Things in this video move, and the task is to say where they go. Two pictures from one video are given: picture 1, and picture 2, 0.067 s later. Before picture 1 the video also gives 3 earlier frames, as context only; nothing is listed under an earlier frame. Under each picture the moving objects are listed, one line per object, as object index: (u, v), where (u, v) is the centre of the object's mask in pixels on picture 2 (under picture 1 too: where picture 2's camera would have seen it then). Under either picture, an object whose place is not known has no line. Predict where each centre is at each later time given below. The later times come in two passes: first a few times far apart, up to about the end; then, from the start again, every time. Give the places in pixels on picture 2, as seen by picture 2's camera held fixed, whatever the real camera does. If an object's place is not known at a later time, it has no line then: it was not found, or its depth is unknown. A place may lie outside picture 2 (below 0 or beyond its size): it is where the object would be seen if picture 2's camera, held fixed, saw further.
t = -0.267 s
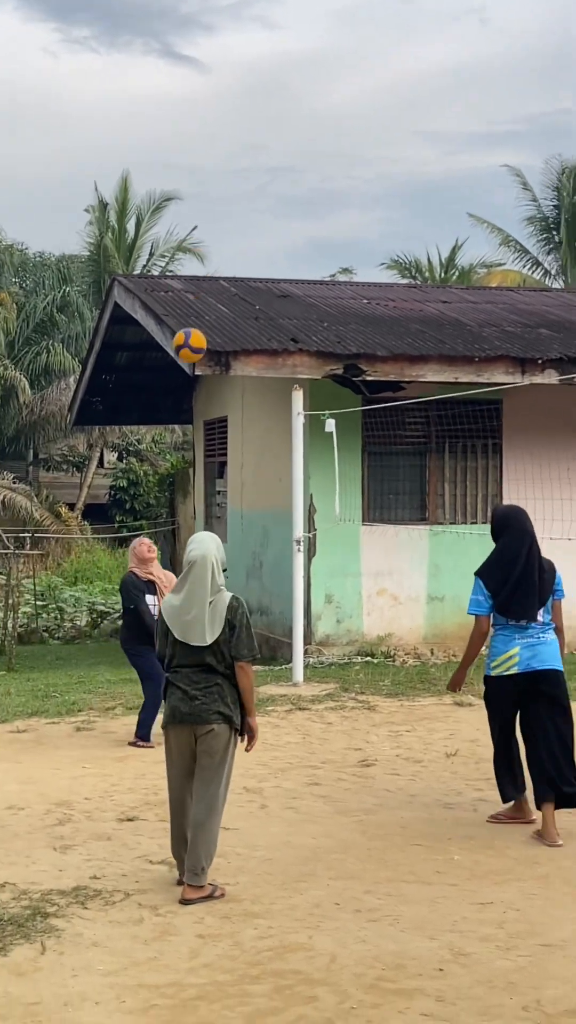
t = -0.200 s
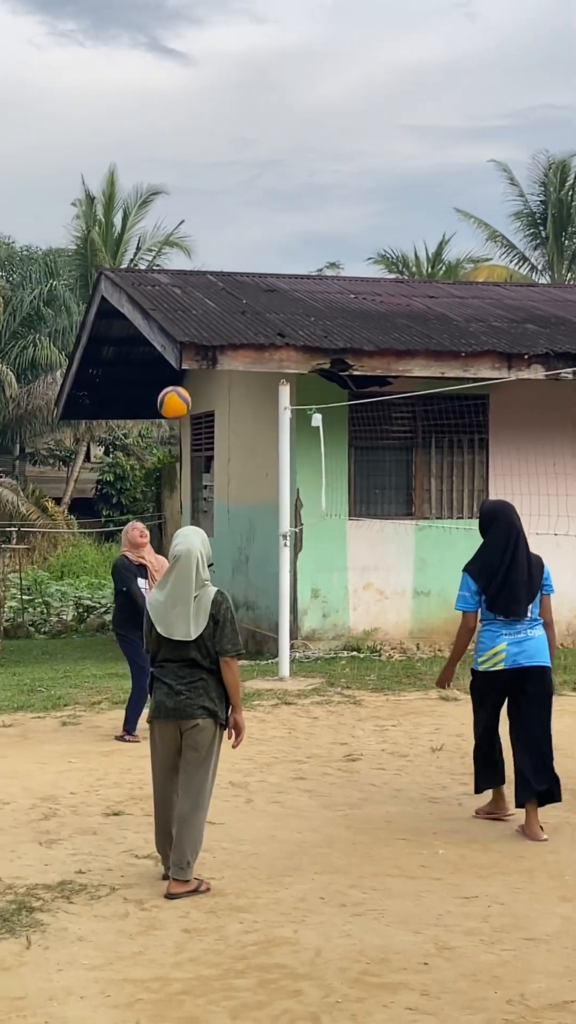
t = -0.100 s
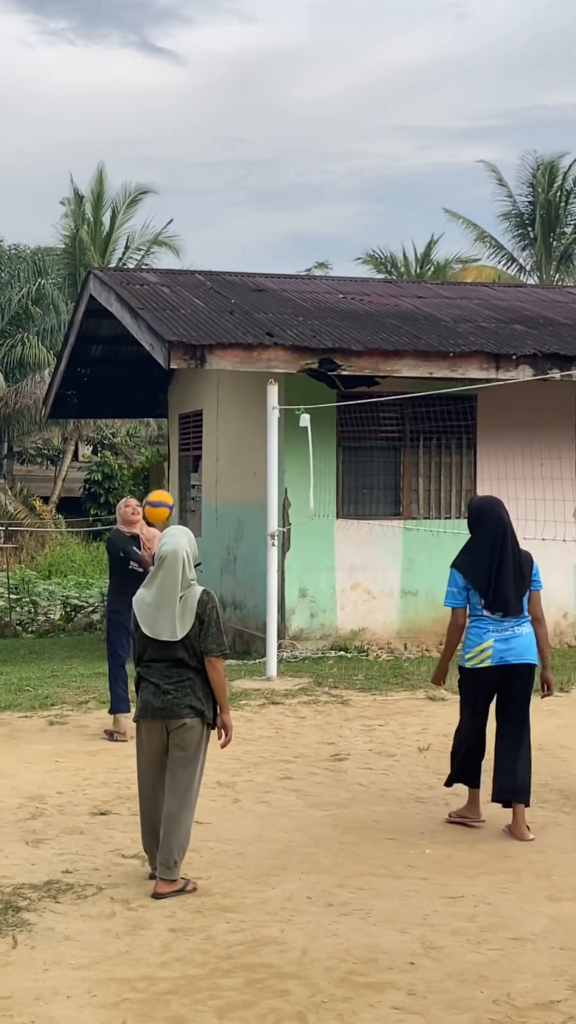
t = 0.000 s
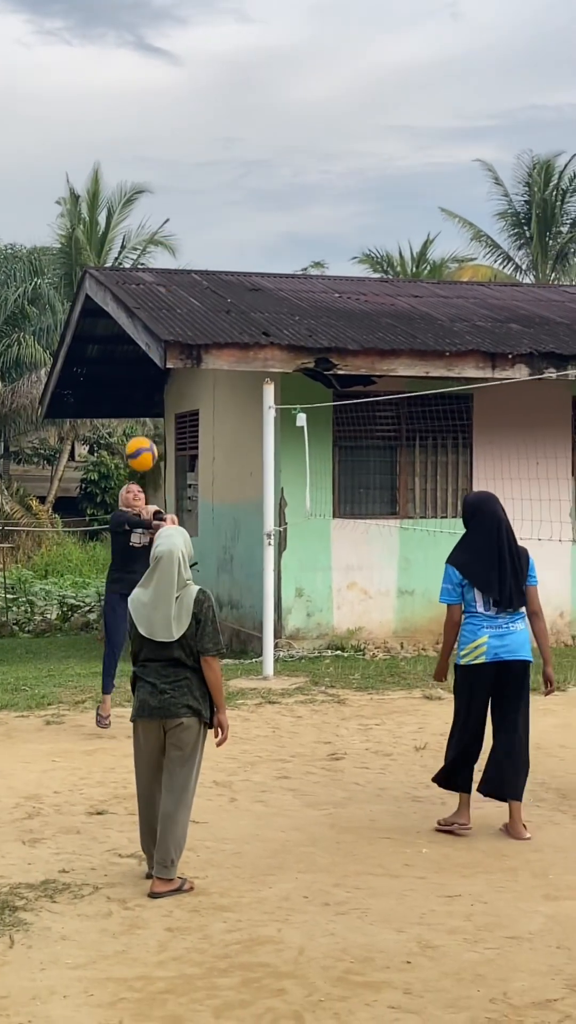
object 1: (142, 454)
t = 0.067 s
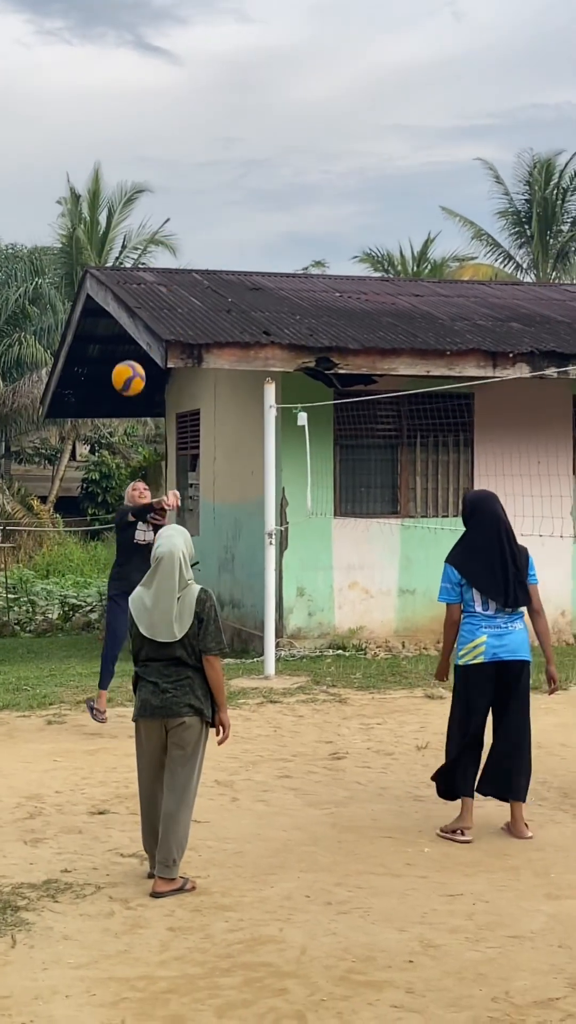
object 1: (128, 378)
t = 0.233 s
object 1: (97, 217)
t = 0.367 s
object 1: (76, 115)
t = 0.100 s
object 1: (122, 343)
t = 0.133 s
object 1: (115, 309)
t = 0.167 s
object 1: (109, 277)
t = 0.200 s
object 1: (102, 246)
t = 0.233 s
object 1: (97, 217)
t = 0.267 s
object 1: (90, 189)
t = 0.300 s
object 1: (86, 163)
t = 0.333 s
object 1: (80, 138)
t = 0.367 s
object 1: (76, 115)
